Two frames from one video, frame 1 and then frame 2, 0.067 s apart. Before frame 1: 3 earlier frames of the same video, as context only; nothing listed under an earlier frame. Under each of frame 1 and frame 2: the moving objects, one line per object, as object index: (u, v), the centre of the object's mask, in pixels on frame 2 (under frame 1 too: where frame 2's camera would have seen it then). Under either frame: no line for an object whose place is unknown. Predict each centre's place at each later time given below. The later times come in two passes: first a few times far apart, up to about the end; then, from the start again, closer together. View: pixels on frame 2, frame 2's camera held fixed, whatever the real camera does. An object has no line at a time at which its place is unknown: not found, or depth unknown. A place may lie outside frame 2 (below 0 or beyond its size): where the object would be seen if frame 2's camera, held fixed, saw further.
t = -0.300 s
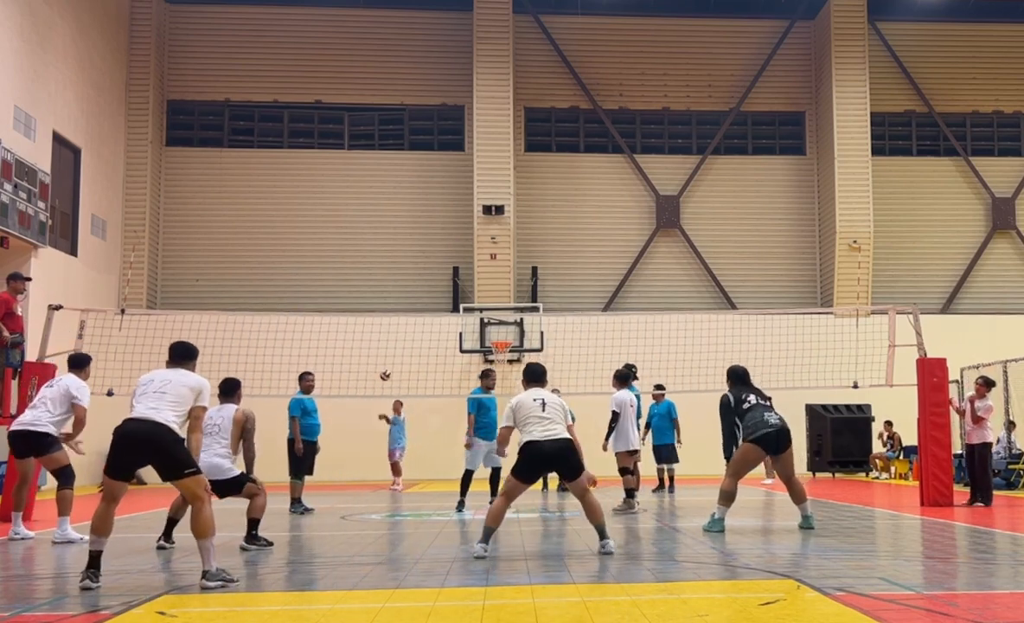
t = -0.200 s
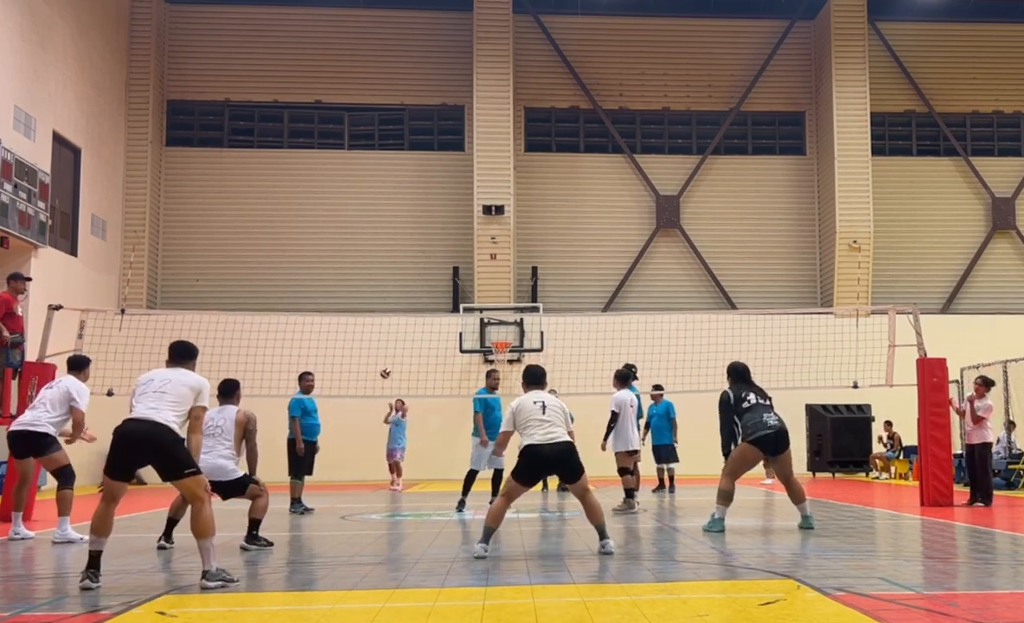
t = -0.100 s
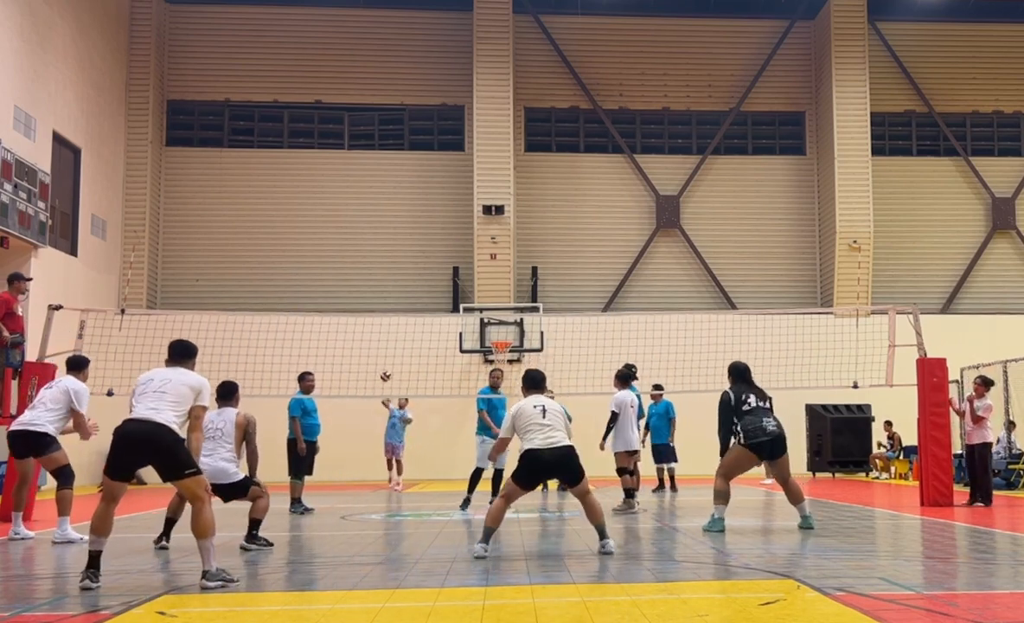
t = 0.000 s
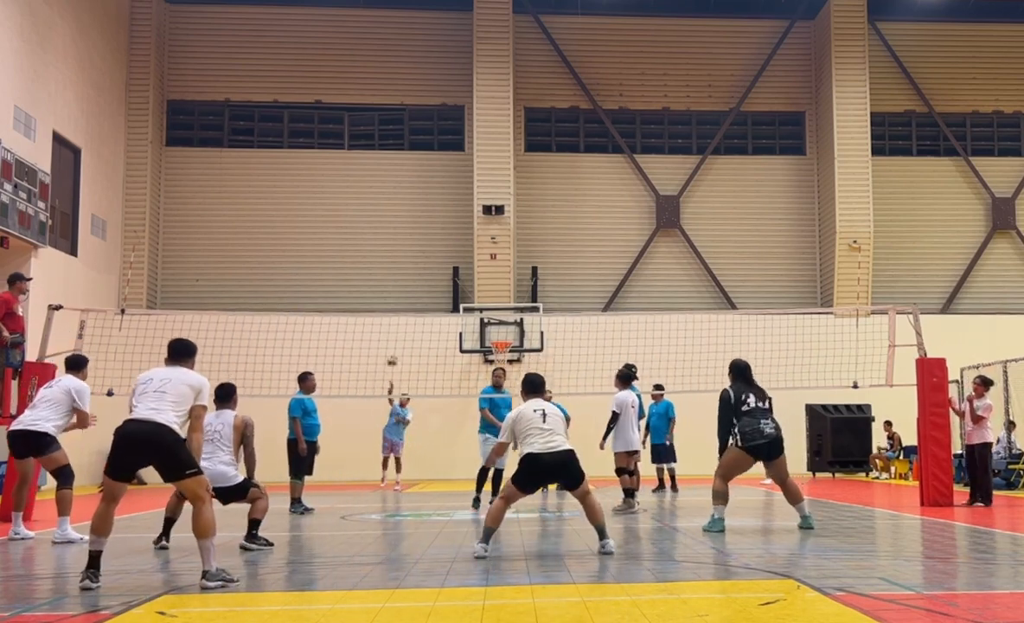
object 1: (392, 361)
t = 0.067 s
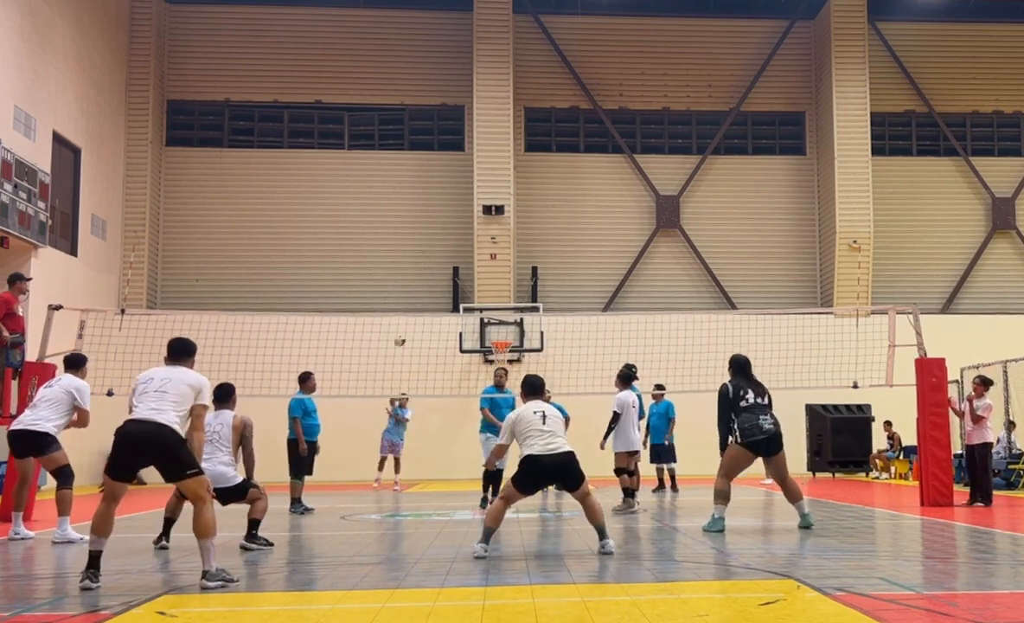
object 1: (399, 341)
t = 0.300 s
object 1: (431, 282)
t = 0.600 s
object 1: (477, 245)
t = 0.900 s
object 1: (537, 262)
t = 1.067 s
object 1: (580, 309)
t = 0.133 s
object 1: (408, 323)
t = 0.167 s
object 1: (413, 314)
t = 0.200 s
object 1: (417, 305)
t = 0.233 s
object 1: (422, 298)
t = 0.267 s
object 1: (426, 290)
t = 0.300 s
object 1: (431, 282)
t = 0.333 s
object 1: (435, 276)
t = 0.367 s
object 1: (440, 271)
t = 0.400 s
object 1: (445, 266)
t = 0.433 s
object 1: (450, 261)
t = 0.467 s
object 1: (455, 255)
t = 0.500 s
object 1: (460, 252)
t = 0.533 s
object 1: (466, 249)
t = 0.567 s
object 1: (471, 246)
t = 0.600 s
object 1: (477, 245)
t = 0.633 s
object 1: (483, 243)
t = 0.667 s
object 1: (489, 243)
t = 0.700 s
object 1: (496, 243)
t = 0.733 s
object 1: (501, 244)
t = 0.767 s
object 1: (507, 245)
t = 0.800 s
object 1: (515, 248)
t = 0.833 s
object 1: (521, 253)
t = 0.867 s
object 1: (530, 257)
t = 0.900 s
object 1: (537, 262)
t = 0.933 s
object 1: (544, 270)
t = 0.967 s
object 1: (553, 278)
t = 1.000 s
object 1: (561, 286)
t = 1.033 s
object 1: (571, 296)
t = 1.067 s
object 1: (580, 309)
